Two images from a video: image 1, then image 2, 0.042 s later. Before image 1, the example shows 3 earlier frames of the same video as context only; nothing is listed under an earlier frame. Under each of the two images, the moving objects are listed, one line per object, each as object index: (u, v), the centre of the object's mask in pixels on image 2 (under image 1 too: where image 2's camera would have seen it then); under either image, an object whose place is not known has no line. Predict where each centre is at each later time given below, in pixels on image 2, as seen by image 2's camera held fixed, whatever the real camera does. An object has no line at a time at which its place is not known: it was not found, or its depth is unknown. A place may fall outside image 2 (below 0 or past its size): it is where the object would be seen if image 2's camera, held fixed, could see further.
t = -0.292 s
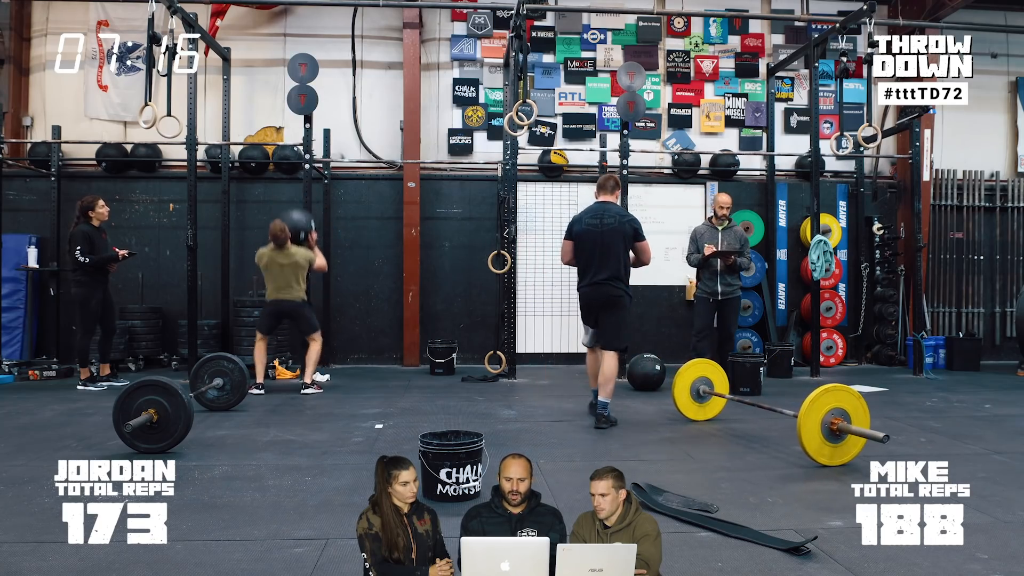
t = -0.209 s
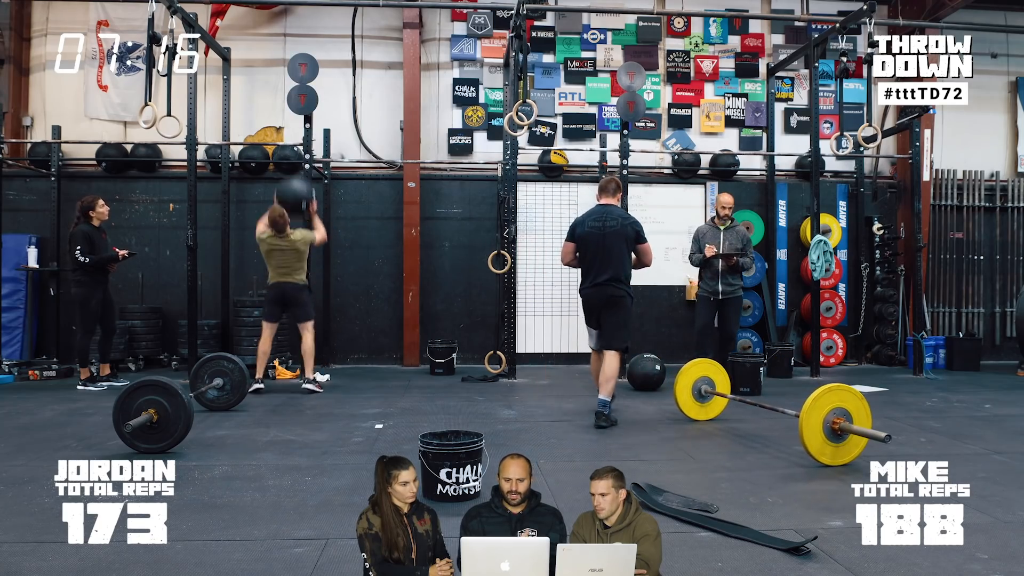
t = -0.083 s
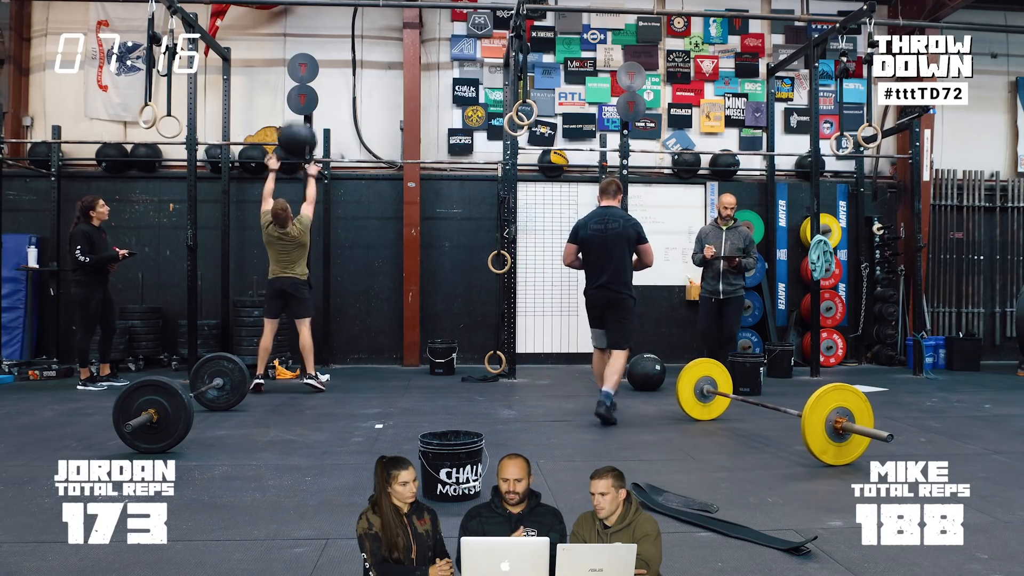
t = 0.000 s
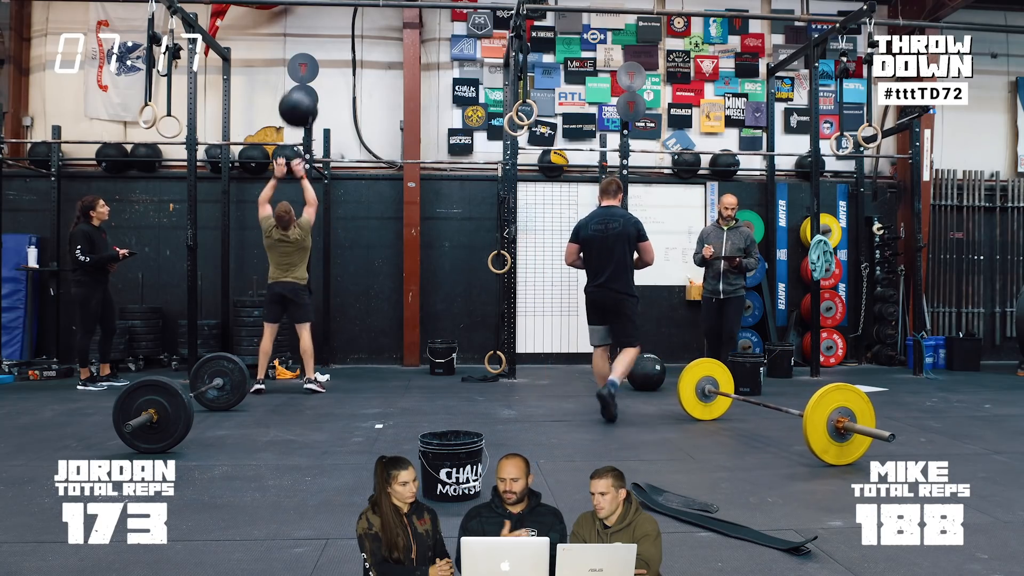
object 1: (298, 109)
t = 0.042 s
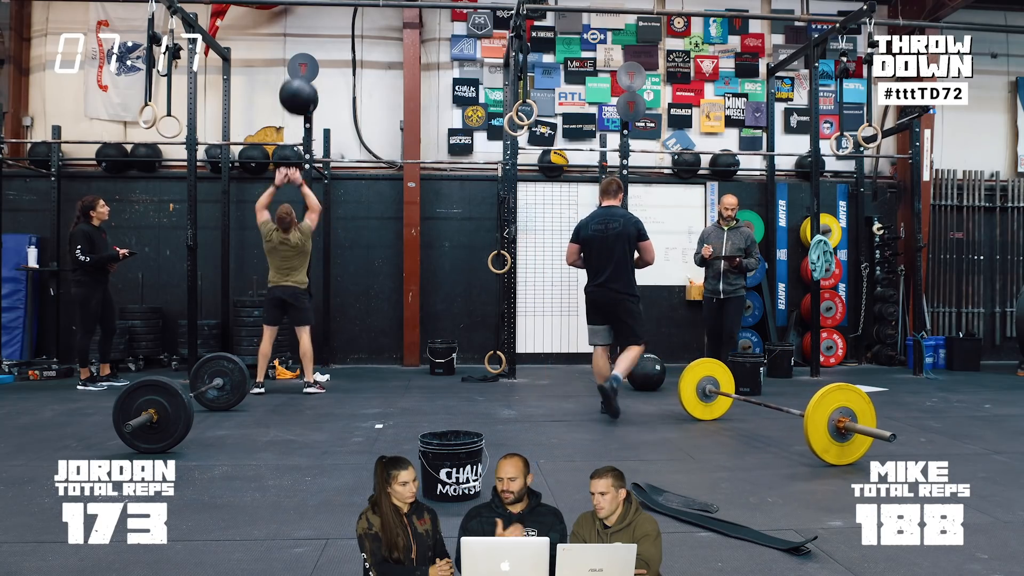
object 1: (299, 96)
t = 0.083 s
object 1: (298, 86)
